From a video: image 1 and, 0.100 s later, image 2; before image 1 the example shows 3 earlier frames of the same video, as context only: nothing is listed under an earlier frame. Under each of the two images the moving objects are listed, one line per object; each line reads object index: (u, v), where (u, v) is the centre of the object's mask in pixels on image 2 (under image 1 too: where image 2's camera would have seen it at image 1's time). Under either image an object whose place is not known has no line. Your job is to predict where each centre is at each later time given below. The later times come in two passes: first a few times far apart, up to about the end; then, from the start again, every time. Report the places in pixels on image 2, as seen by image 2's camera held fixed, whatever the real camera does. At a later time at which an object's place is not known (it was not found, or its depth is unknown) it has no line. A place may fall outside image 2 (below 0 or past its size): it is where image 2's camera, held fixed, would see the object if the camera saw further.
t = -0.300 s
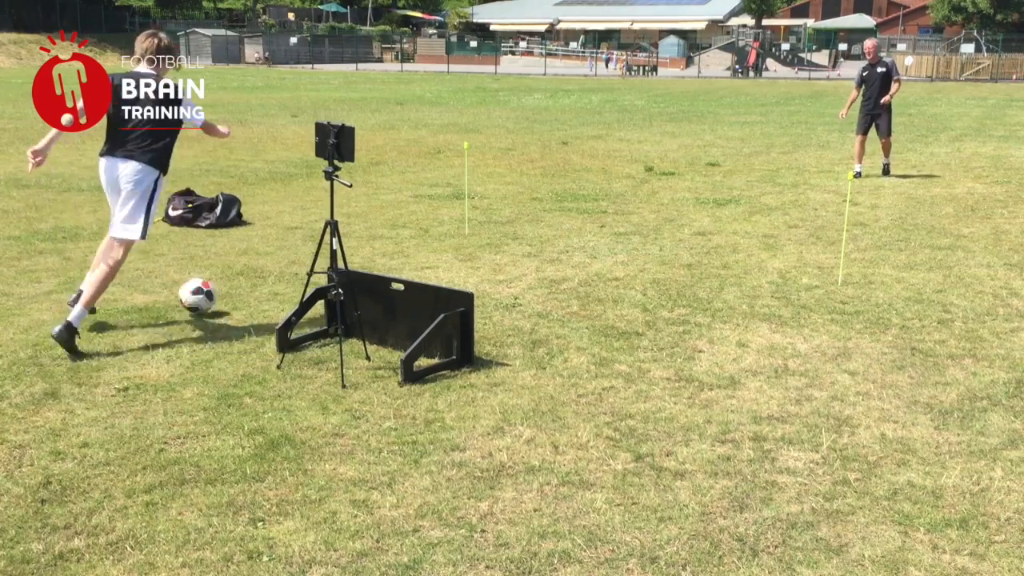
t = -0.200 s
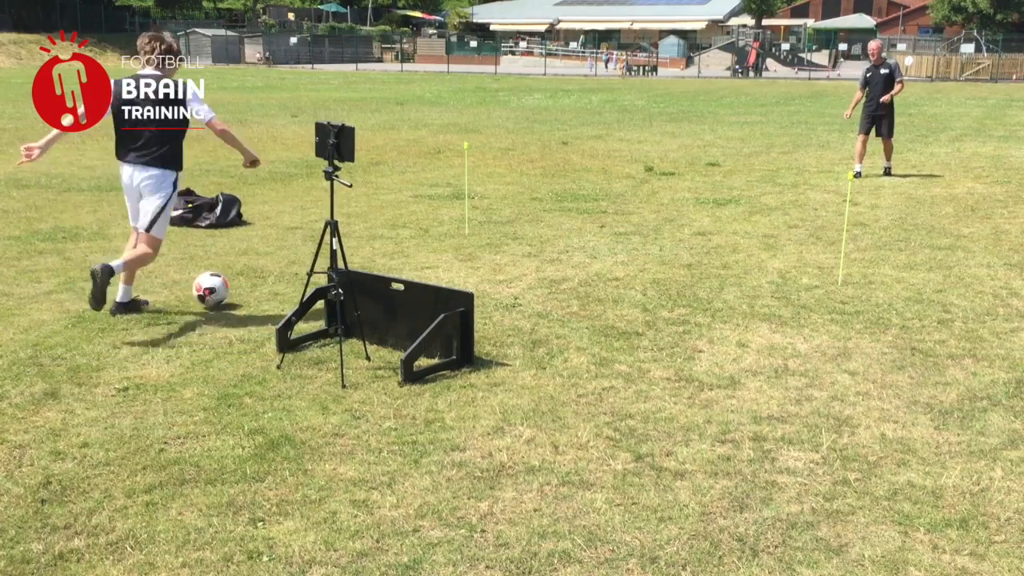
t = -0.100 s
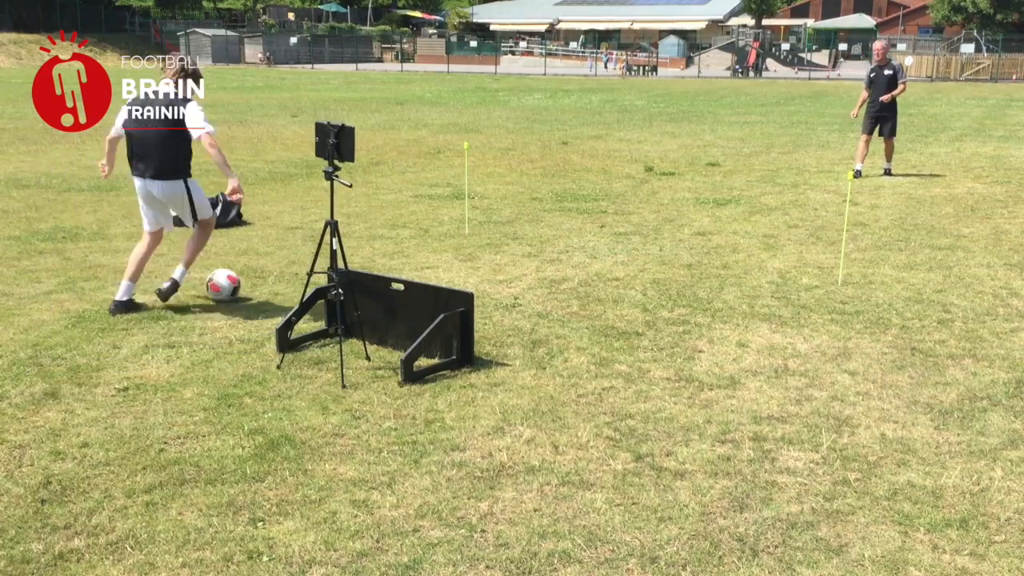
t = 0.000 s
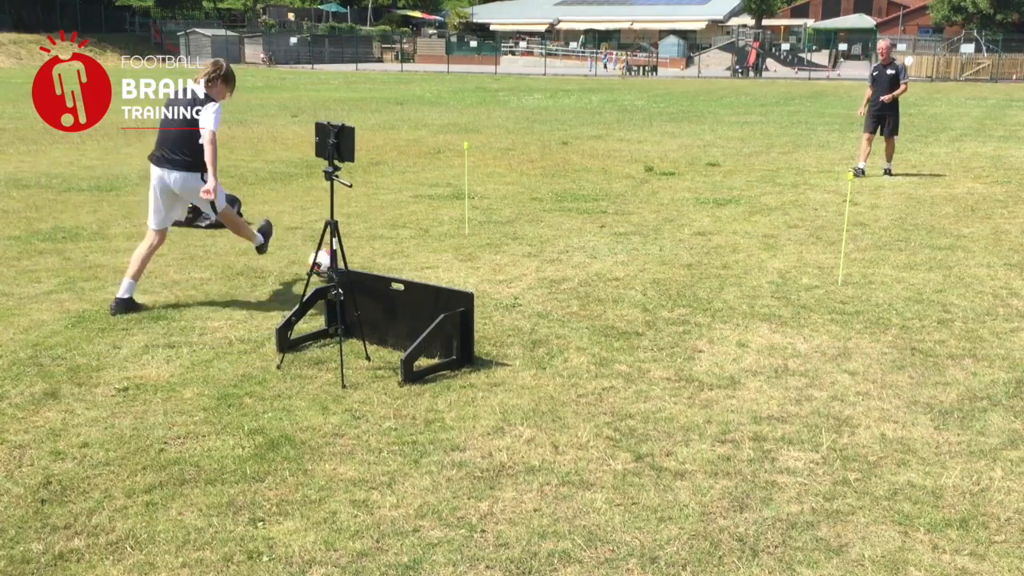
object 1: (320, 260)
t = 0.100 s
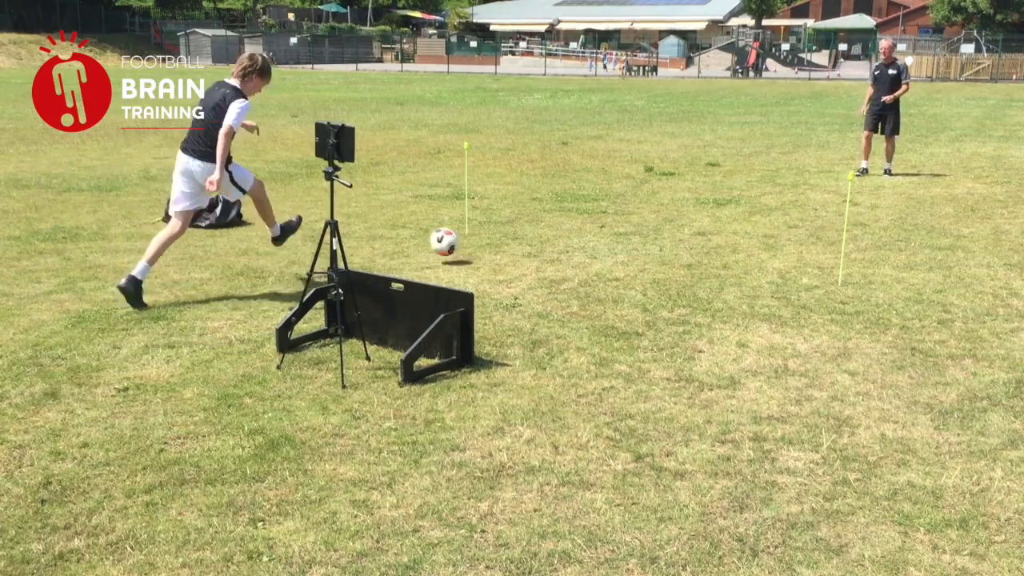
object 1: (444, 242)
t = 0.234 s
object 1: (567, 228)
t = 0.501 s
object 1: (728, 209)
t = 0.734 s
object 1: (822, 190)
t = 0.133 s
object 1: (479, 239)
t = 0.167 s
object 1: (512, 238)
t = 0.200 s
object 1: (542, 236)
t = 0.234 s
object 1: (567, 228)
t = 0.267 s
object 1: (590, 220)
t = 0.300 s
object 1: (613, 214)
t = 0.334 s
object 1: (634, 211)
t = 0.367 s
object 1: (655, 208)
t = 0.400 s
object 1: (675, 207)
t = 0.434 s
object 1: (693, 208)
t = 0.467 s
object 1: (712, 209)
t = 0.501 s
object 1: (728, 209)
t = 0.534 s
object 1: (743, 202)
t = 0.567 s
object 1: (757, 197)
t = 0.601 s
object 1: (771, 194)
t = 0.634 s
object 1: (785, 191)
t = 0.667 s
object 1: (797, 190)
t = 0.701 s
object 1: (810, 189)
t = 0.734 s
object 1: (822, 190)
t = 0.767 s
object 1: (835, 193)
